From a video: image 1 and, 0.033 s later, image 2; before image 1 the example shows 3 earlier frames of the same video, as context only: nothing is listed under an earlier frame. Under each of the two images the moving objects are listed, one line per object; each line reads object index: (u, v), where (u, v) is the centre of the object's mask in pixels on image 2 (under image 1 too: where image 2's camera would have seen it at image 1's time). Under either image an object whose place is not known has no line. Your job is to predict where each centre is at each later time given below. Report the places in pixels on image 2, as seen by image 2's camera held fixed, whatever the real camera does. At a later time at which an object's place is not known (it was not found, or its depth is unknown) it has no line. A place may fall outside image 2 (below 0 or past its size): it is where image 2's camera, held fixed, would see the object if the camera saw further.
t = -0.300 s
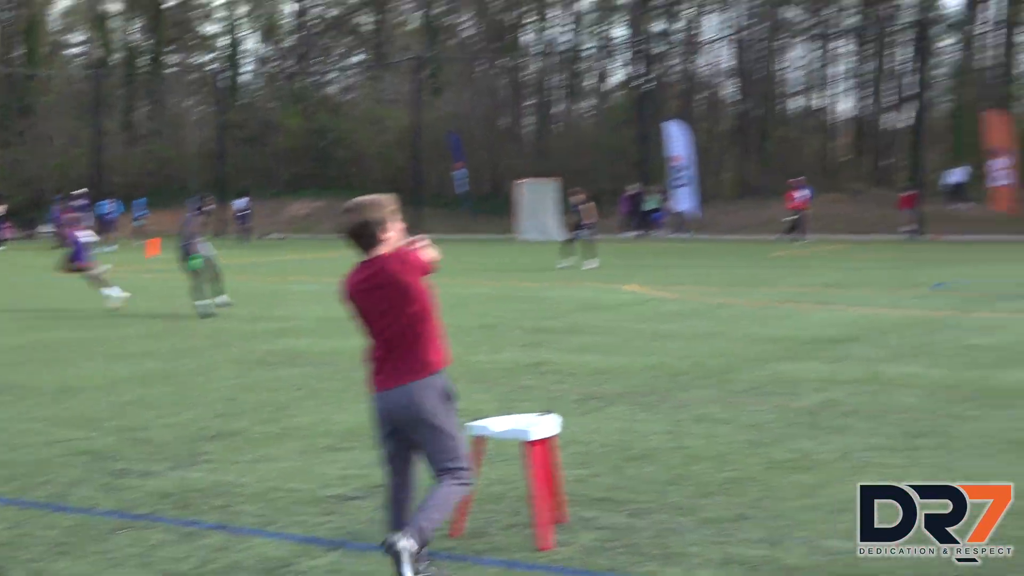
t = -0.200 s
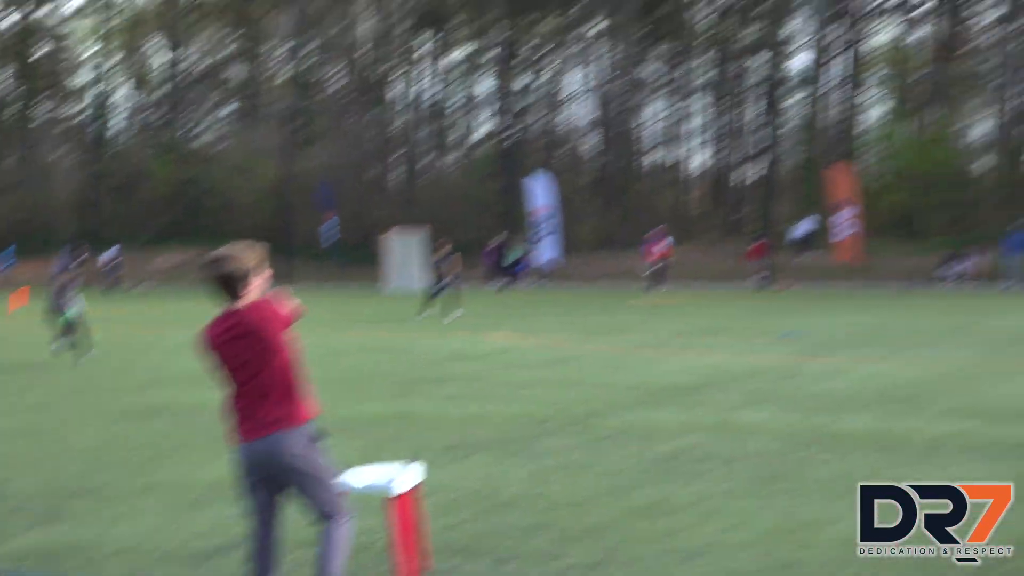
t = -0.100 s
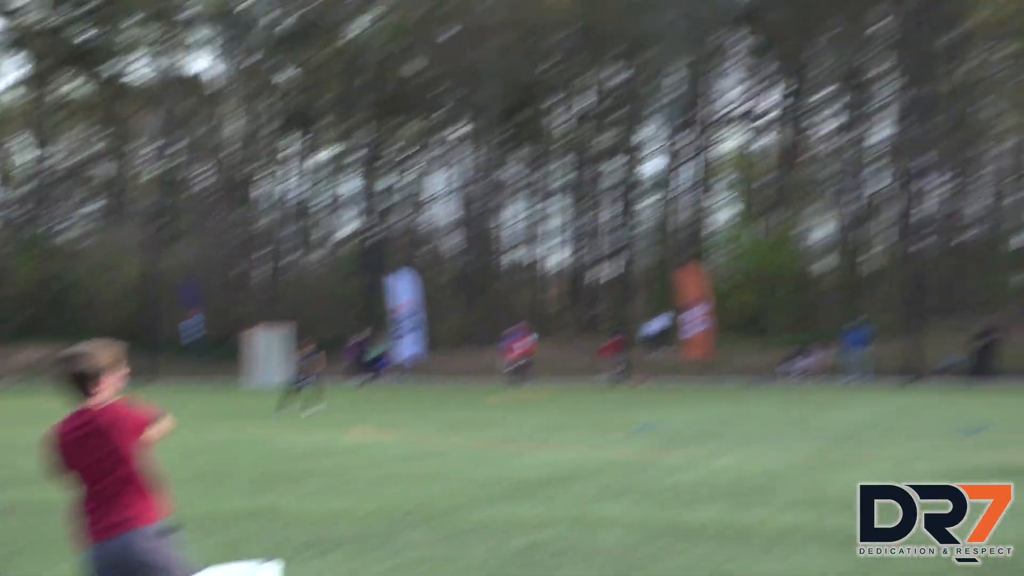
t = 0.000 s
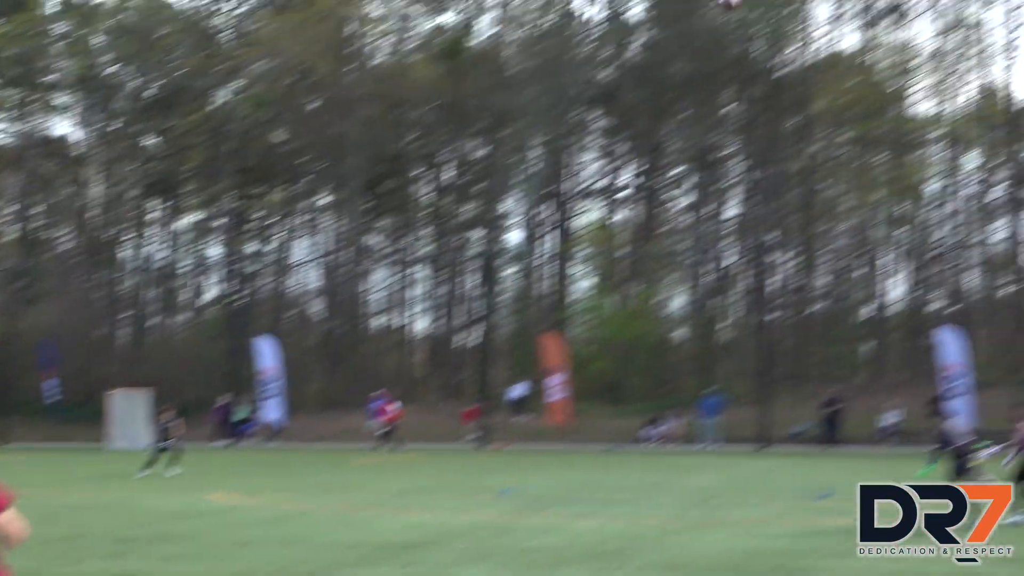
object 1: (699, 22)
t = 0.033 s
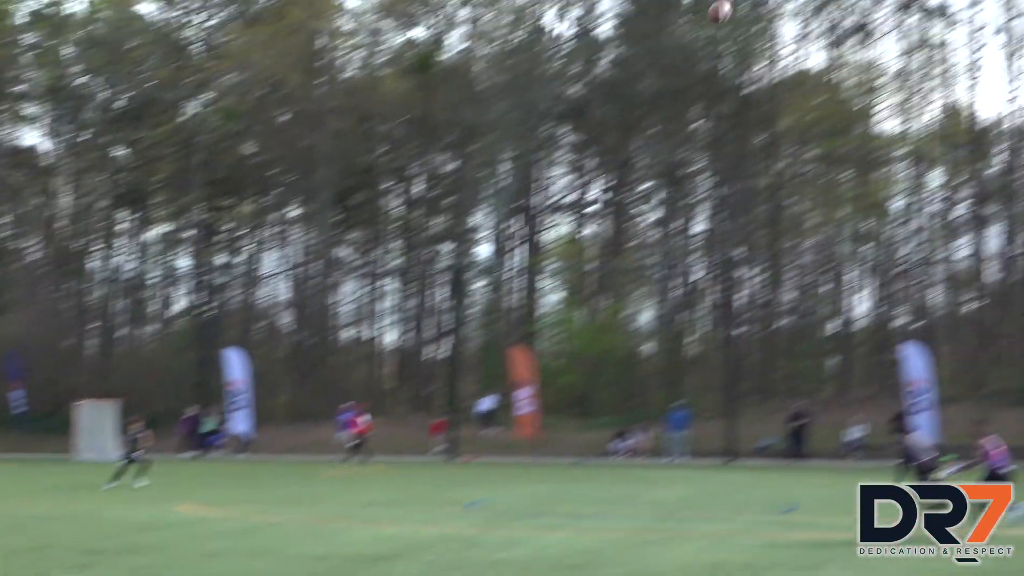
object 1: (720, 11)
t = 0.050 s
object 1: (729, 10)
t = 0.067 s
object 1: (739, 8)
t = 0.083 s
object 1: (748, 8)
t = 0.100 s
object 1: (756, 8)
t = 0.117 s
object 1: (763, 9)
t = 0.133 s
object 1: (771, 8)
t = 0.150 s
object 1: (779, 10)
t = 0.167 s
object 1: (787, 12)
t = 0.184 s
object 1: (793, 14)
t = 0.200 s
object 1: (801, 15)
